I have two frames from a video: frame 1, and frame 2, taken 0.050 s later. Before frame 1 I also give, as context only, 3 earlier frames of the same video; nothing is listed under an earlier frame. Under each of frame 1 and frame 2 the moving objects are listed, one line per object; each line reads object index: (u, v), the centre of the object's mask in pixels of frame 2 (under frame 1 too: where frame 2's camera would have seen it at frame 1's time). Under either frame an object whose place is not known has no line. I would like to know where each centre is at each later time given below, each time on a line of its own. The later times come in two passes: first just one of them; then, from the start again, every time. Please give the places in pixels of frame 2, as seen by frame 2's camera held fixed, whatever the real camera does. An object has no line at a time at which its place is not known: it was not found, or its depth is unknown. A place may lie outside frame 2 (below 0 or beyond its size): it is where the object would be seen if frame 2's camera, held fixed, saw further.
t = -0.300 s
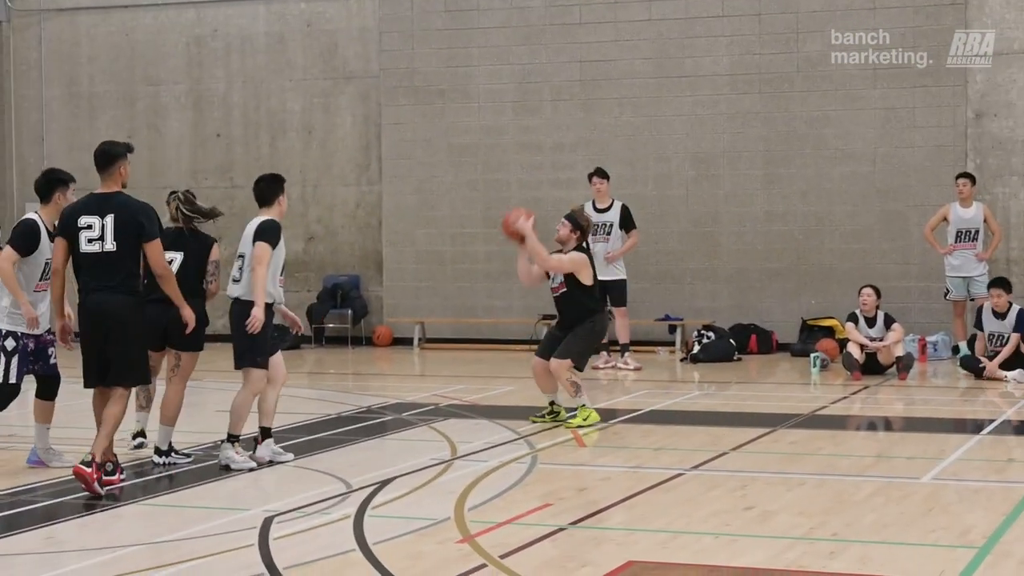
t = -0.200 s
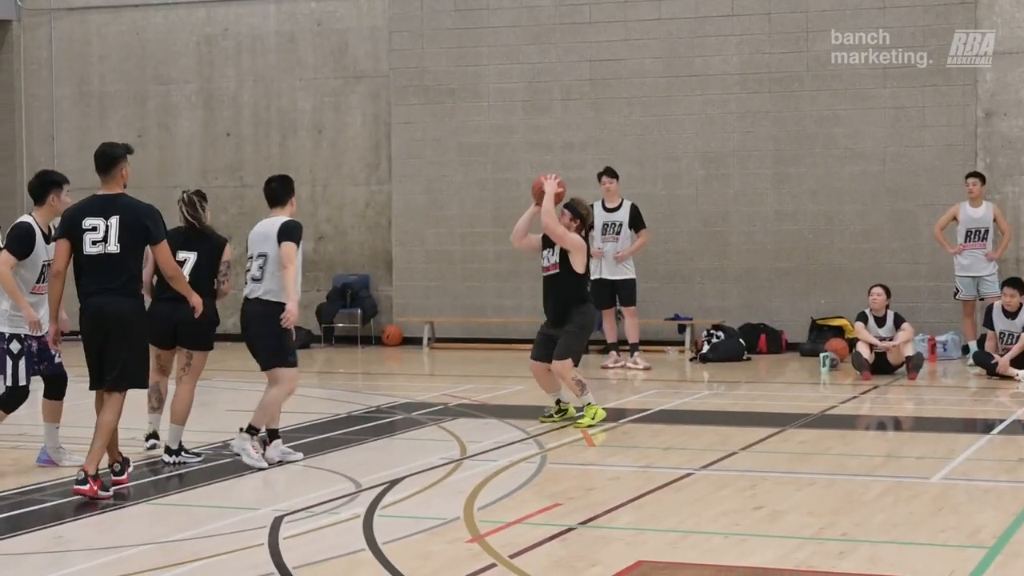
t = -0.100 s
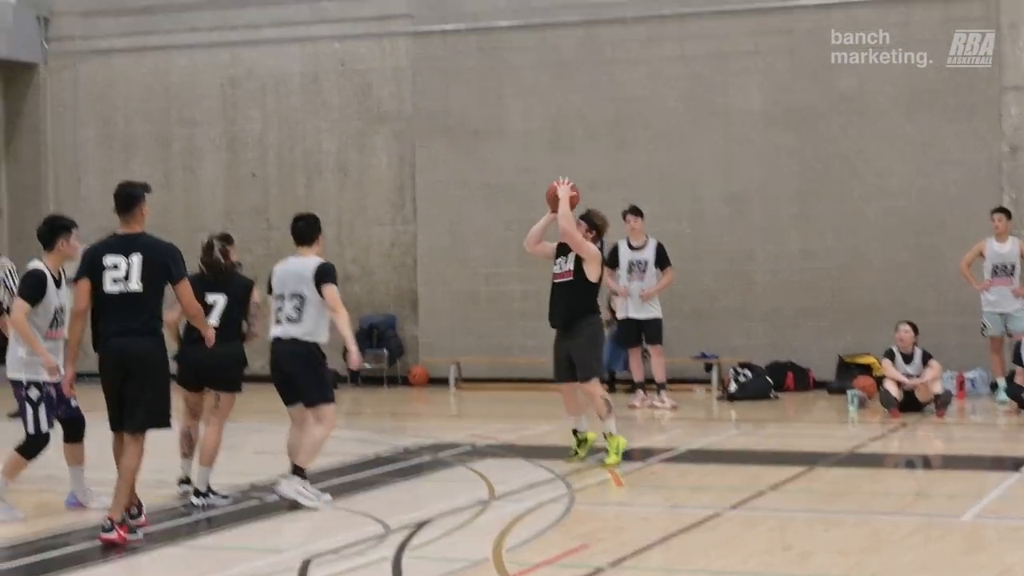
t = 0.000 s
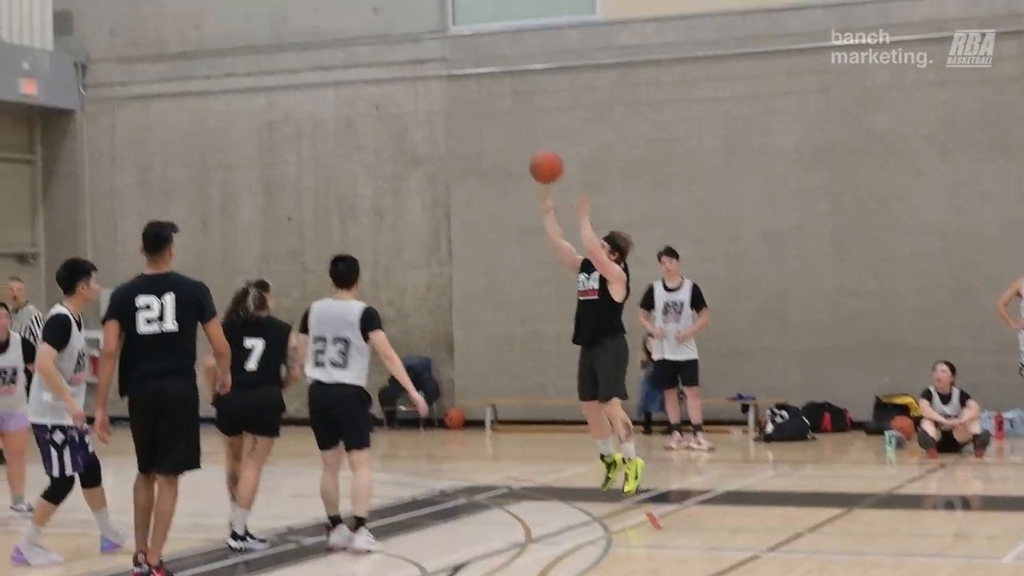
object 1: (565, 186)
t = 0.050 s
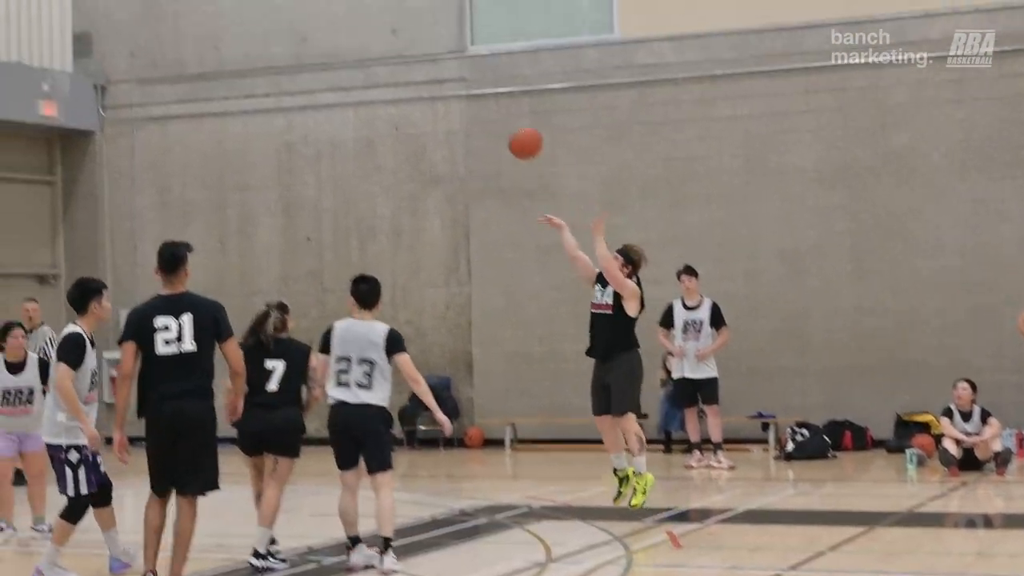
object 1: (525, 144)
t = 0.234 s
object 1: (376, 7)
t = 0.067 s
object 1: (512, 129)
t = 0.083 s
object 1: (498, 116)
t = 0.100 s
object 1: (484, 102)
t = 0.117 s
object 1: (471, 89)
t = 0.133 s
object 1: (458, 77)
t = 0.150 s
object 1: (444, 65)
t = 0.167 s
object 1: (430, 52)
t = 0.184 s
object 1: (417, 40)
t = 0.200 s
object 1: (403, 29)
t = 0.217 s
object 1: (389, 18)
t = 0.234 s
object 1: (376, 7)
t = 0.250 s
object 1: (362, -3)
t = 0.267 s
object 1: (348, -13)
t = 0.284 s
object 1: (334, -23)
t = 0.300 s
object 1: (320, -33)
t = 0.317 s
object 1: (306, -42)
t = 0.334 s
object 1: (293, -52)
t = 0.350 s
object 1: (278, -60)
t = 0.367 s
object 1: (264, -69)
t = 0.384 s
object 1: (250, -76)
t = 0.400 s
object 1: (235, -84)
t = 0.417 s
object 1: (221, -91)
